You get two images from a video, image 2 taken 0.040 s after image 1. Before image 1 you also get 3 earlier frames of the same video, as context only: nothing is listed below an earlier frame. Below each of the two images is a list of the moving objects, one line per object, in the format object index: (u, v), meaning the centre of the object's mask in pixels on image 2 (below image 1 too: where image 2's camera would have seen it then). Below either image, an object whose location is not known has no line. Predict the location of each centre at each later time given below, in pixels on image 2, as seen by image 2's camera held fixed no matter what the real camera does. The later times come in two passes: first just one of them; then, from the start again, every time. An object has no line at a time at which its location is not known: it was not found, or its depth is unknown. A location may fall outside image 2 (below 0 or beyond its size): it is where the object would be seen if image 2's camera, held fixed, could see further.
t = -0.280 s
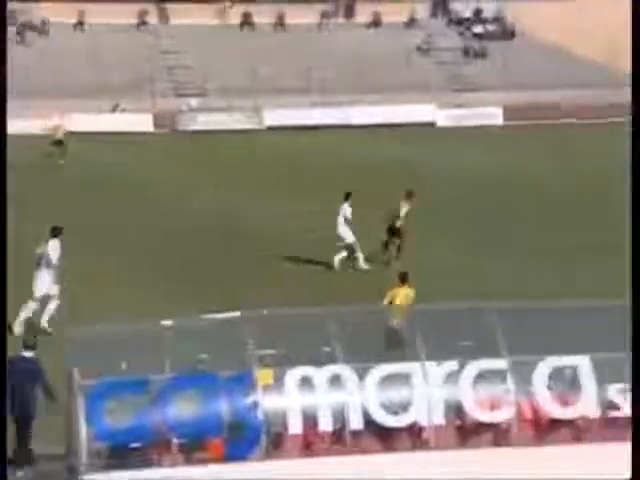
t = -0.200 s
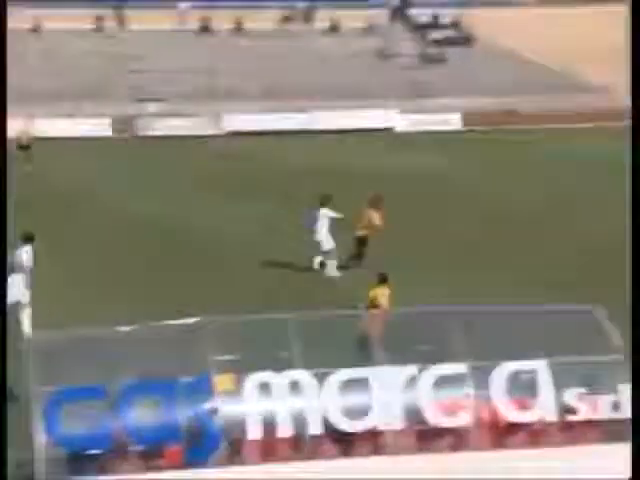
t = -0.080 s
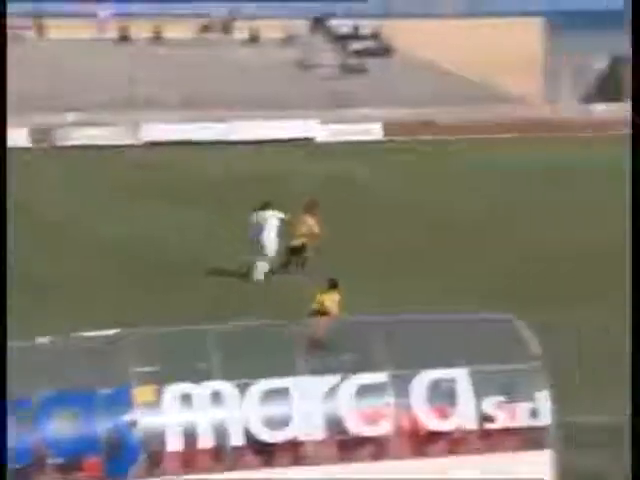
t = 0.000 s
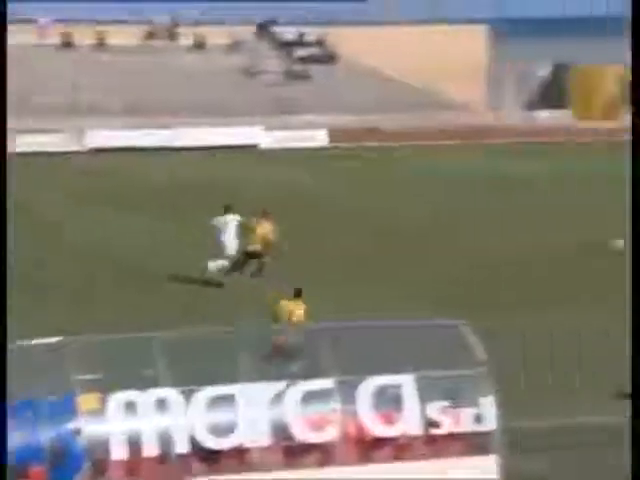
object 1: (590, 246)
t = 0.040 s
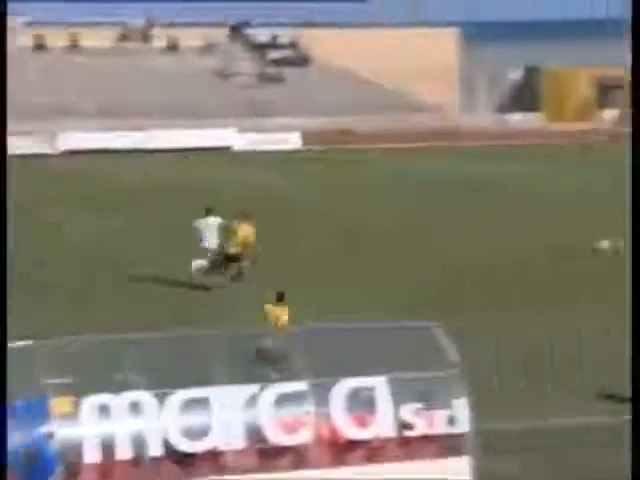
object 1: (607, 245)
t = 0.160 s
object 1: (641, 241)
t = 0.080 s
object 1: (617, 244)
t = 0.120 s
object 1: (631, 245)
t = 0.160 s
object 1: (641, 241)
